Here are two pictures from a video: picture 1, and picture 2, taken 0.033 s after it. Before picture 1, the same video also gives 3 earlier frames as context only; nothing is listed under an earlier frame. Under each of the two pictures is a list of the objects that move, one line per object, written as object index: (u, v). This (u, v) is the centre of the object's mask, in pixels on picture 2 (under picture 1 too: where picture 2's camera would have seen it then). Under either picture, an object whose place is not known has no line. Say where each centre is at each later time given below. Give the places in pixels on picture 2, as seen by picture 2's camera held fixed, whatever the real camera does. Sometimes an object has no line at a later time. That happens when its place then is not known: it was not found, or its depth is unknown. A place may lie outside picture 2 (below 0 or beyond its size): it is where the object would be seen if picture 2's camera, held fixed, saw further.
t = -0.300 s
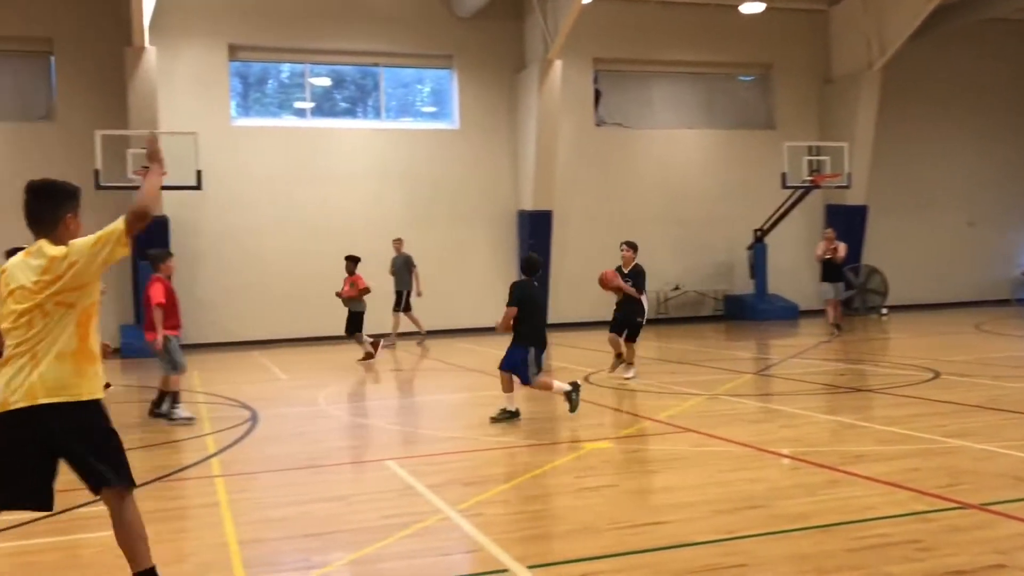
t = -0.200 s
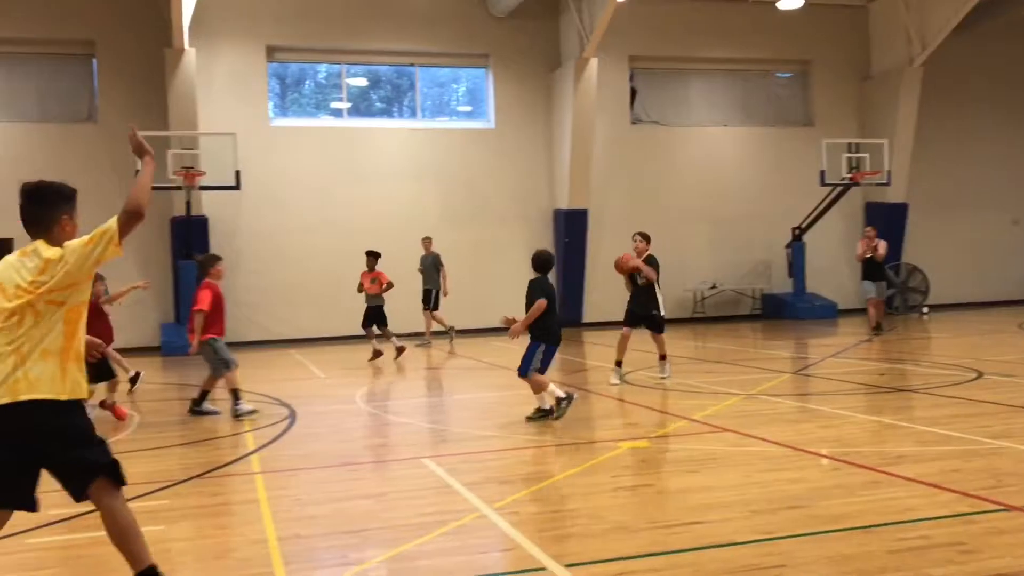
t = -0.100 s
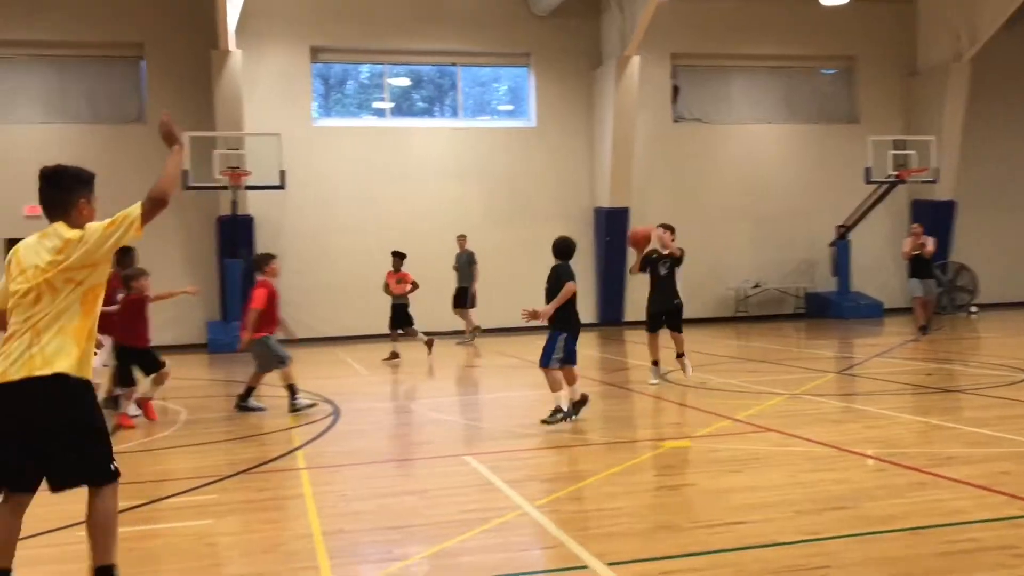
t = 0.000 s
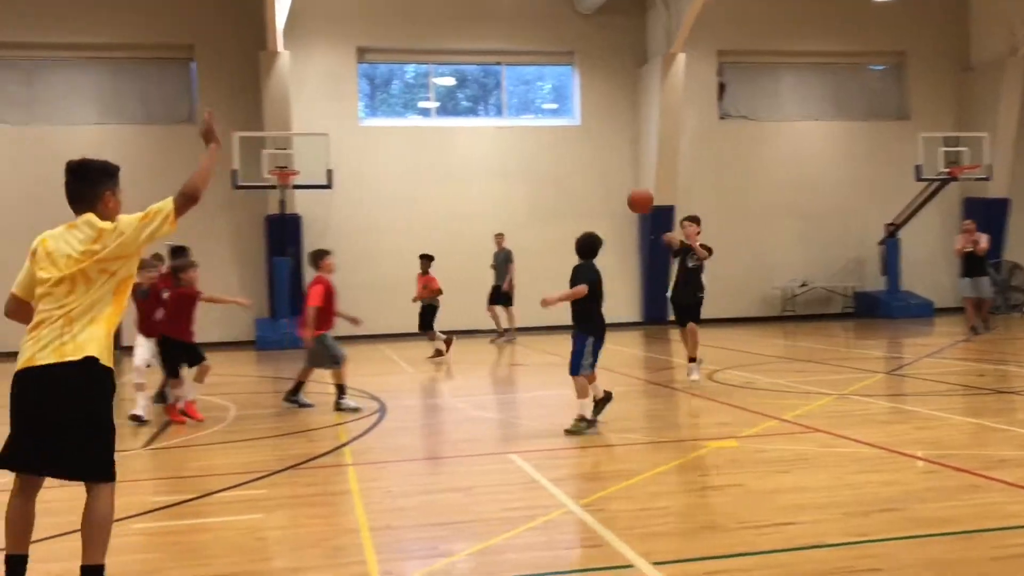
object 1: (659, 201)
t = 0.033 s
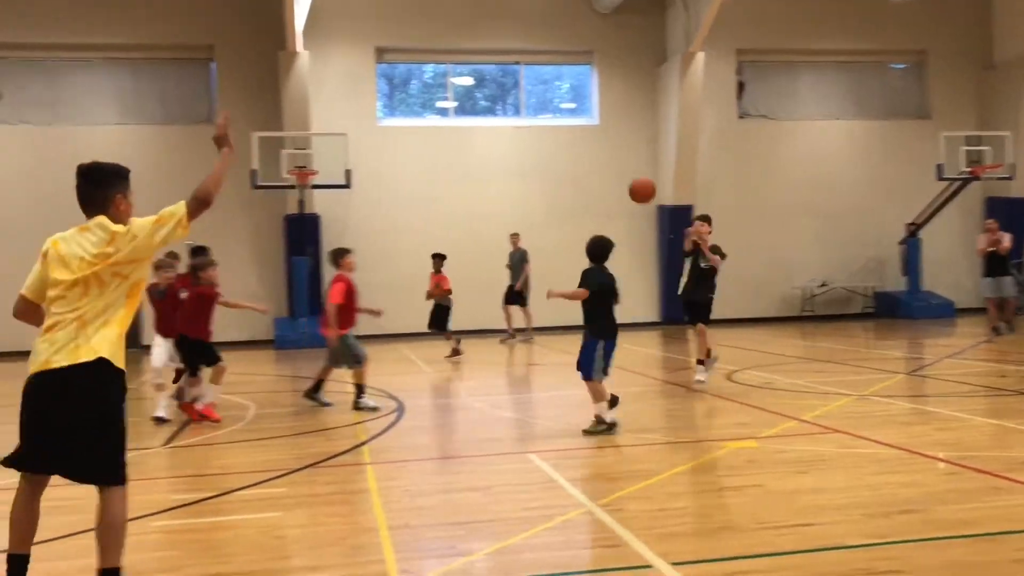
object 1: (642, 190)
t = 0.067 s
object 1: (625, 181)
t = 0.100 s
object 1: (605, 171)
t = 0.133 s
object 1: (585, 163)
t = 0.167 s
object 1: (562, 156)
